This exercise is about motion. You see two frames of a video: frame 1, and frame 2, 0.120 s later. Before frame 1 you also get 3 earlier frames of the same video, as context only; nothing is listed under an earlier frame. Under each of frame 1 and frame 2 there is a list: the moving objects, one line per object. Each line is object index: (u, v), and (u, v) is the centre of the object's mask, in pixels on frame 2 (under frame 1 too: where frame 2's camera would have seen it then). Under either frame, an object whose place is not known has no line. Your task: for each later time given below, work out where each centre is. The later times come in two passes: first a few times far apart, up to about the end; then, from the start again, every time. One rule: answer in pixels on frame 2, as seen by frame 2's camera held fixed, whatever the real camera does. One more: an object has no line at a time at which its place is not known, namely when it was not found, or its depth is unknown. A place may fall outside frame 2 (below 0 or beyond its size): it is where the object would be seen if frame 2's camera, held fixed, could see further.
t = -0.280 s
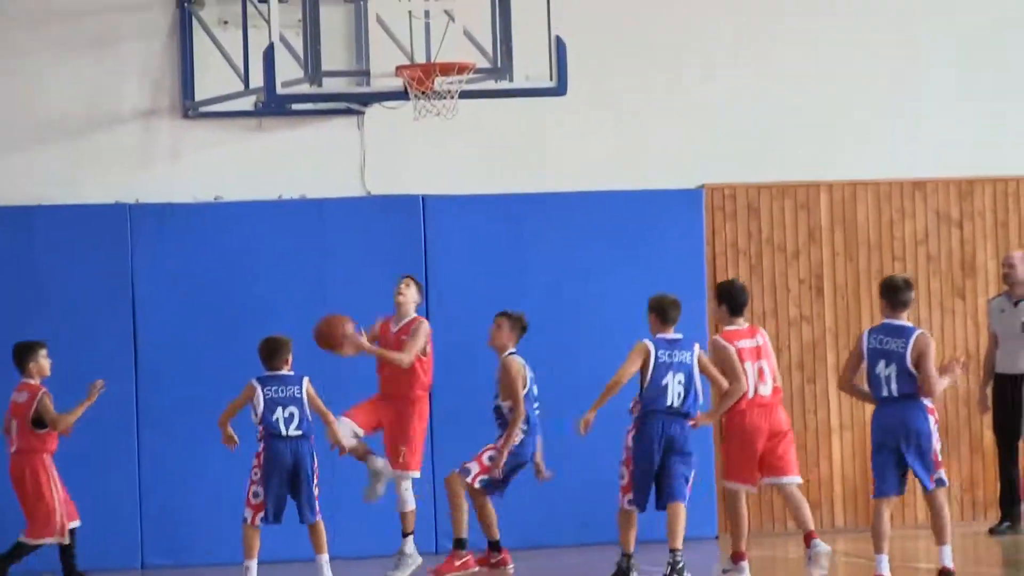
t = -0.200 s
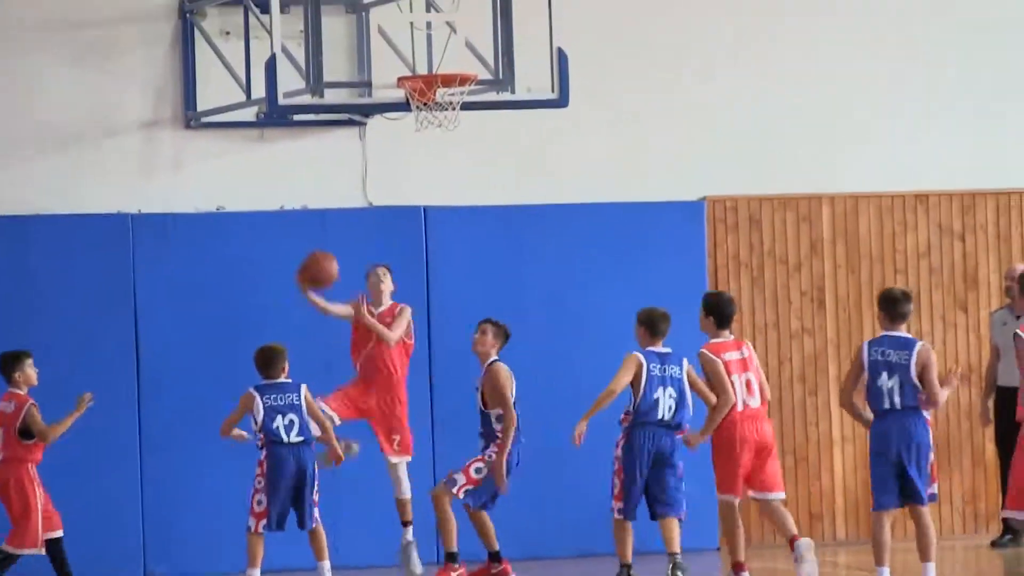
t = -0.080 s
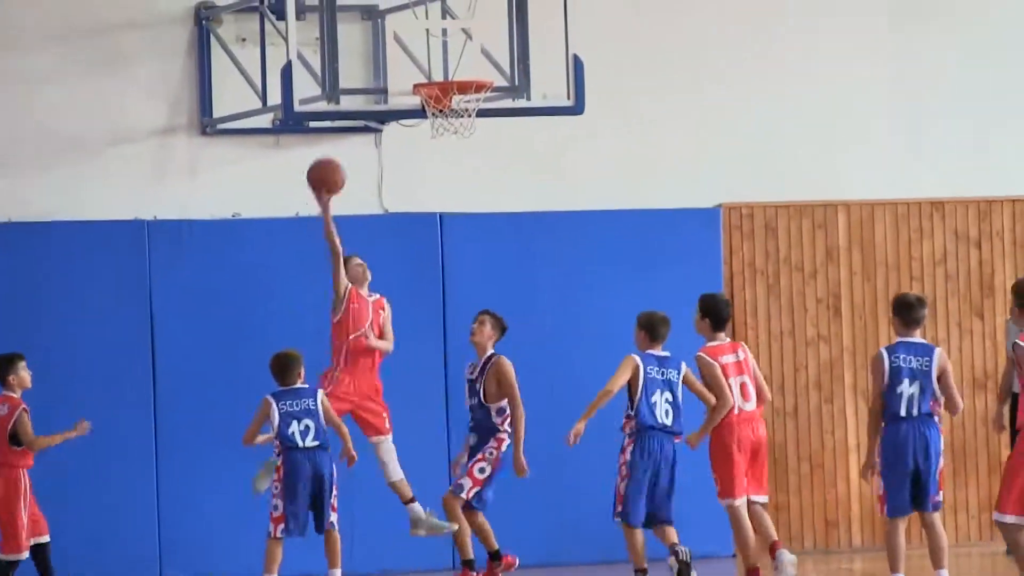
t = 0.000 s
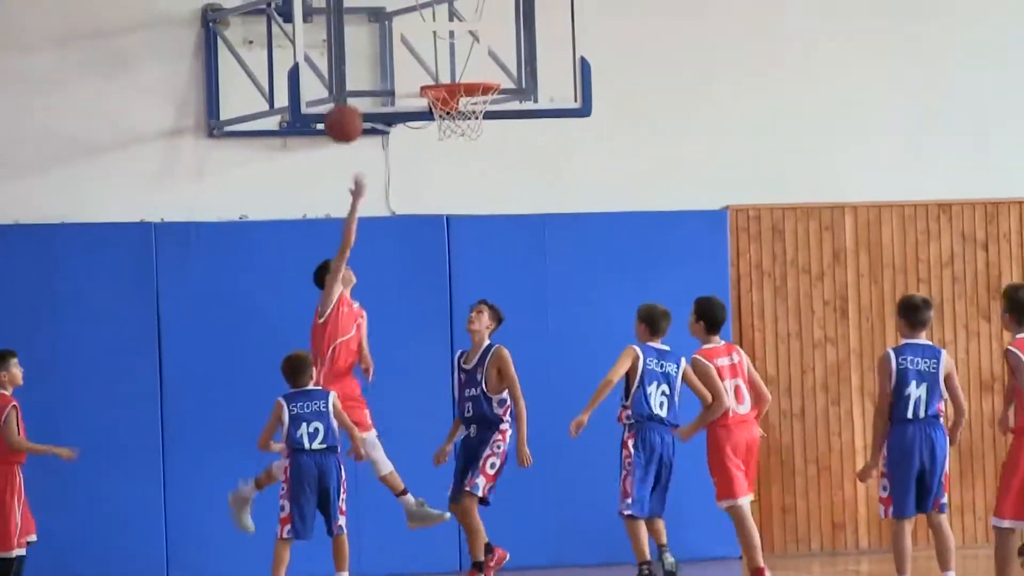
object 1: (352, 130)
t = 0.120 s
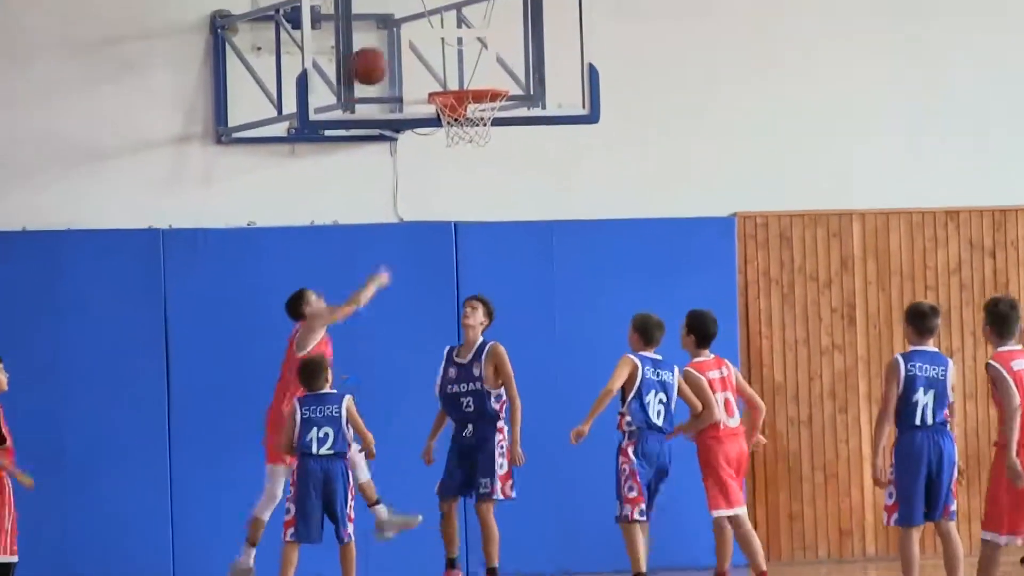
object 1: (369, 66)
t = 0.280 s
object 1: (393, 24)
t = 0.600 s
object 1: (448, 77)
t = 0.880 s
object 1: (489, 143)
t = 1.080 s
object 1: (498, 216)
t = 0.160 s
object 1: (374, 50)
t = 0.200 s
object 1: (381, 36)
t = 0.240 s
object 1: (386, 26)
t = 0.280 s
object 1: (393, 24)
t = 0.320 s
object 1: (399, 24)
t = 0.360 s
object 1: (406, 27)
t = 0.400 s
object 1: (413, 32)
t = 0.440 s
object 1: (420, 40)
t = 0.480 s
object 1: (428, 50)
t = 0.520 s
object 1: (435, 63)
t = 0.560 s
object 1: (441, 78)
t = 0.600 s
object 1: (448, 77)
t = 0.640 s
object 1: (455, 77)
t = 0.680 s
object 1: (461, 79)
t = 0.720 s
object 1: (468, 82)
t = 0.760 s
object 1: (476, 86)
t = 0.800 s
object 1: (482, 116)
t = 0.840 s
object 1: (487, 125)
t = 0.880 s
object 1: (489, 143)
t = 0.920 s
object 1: (491, 147)
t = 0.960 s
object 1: (492, 160)
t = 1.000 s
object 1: (494, 176)
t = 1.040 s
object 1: (496, 195)
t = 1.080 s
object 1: (498, 216)
